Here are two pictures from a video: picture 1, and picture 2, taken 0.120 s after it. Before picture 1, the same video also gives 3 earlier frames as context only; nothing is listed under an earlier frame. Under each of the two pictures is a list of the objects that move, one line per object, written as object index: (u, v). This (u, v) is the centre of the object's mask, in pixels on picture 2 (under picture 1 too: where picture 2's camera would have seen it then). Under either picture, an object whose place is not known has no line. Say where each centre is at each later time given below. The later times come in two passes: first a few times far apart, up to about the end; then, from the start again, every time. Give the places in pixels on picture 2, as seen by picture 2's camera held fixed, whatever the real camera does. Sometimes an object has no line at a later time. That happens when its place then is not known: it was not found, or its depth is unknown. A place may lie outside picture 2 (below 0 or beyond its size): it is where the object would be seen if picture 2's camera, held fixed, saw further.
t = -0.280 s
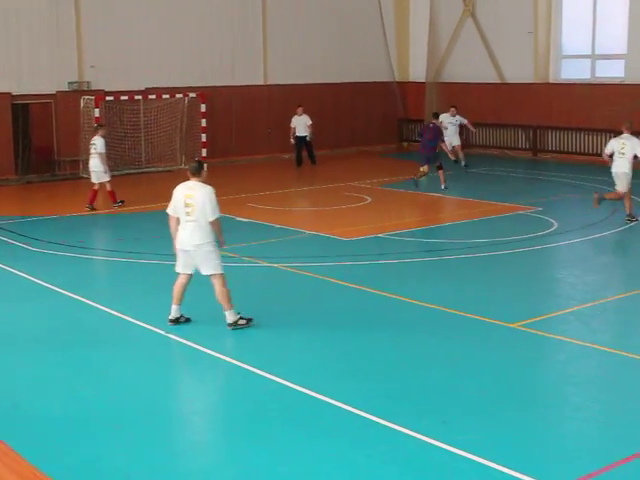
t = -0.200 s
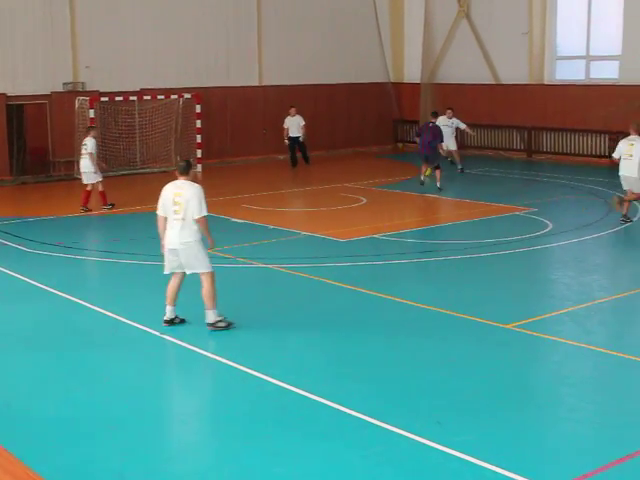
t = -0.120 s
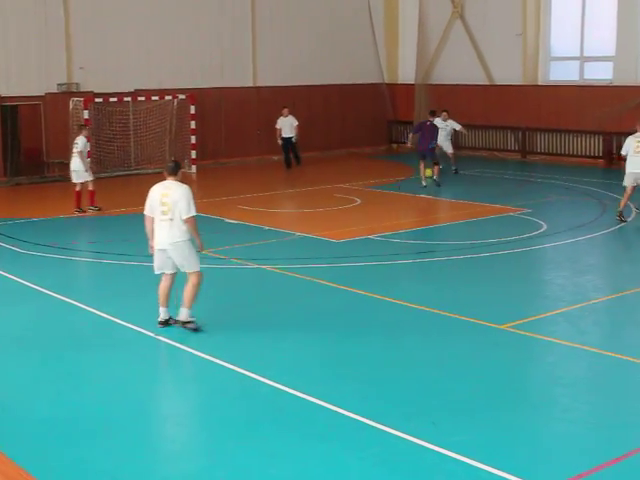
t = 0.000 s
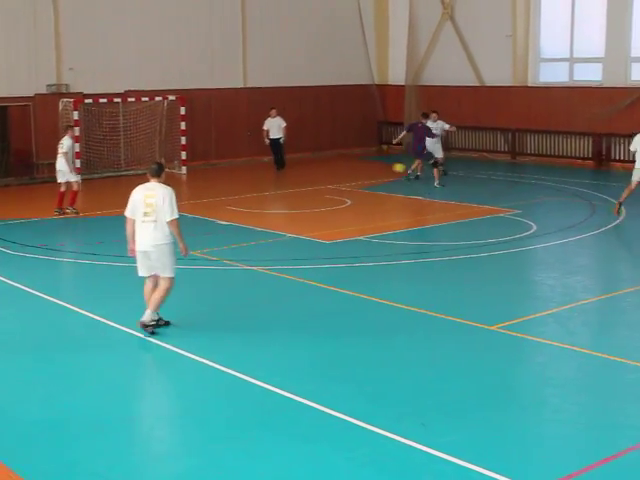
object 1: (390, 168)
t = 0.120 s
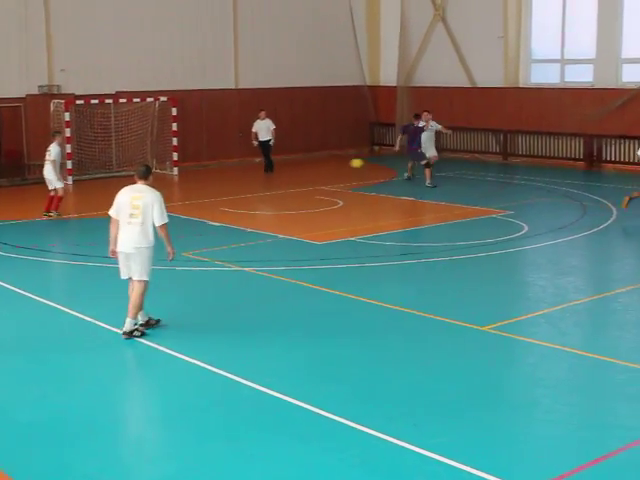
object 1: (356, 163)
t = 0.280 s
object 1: (306, 165)
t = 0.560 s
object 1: (202, 197)
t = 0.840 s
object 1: (118, 207)
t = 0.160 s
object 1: (344, 163)
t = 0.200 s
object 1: (332, 163)
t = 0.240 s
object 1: (319, 164)
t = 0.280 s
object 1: (306, 165)
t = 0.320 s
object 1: (292, 168)
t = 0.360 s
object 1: (278, 171)
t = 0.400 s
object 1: (264, 174)
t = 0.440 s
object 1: (249, 179)
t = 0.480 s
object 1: (234, 184)
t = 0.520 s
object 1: (218, 191)
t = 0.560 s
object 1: (202, 197)
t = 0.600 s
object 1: (185, 206)
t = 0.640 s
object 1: (169, 215)
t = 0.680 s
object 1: (158, 213)
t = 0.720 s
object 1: (148, 211)
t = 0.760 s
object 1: (138, 209)
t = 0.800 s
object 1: (128, 207)
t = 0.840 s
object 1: (118, 207)
